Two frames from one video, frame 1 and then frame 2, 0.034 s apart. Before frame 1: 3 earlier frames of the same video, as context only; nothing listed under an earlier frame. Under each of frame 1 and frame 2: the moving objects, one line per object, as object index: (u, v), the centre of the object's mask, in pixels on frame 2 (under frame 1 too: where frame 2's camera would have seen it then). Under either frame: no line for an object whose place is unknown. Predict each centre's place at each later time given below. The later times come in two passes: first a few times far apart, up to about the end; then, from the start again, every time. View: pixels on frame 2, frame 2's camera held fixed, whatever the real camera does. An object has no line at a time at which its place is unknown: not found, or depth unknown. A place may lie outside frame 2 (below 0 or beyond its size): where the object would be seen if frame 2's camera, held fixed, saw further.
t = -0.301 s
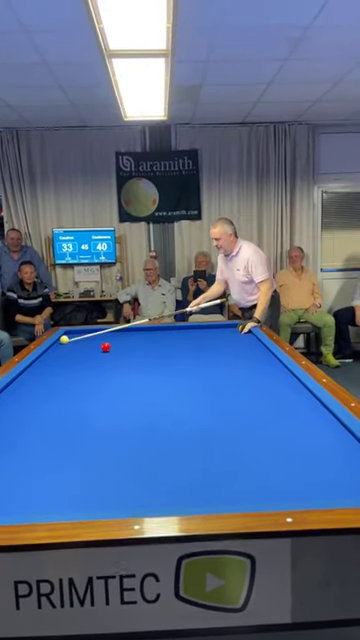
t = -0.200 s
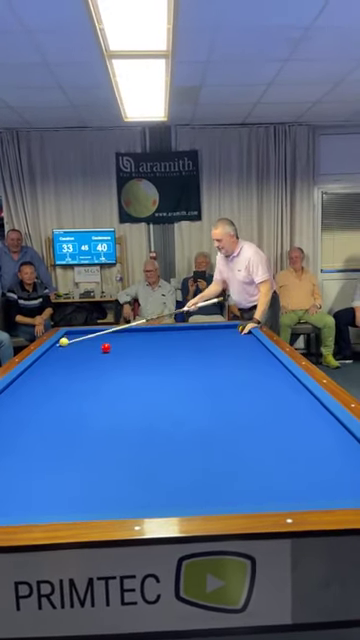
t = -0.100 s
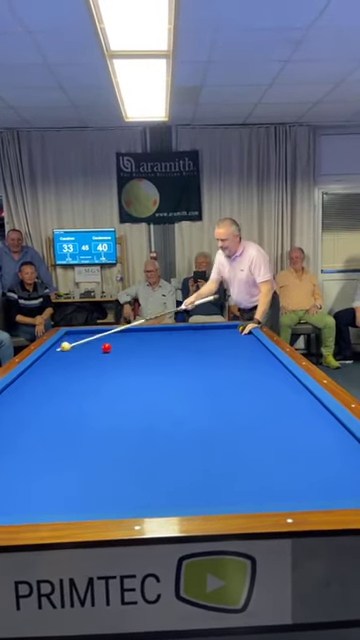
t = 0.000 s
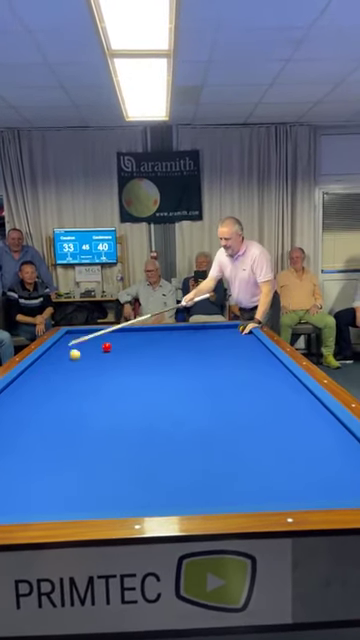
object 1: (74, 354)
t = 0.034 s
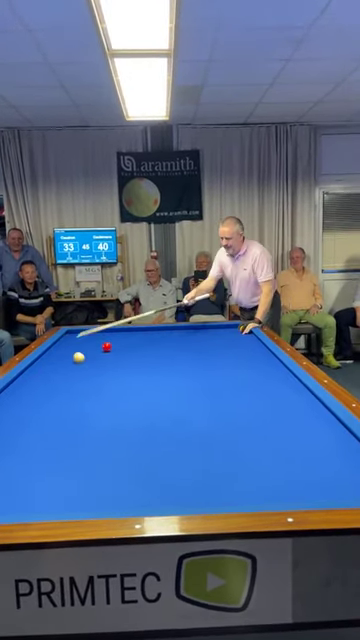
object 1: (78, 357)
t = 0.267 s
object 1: (108, 384)
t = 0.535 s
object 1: (159, 427)
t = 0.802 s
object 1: (248, 494)
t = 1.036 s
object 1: (267, 442)
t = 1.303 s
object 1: (287, 410)
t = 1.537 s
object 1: (300, 390)
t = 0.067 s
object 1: (82, 360)
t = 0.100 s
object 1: (86, 364)
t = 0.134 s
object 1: (90, 367)
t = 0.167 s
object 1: (94, 371)
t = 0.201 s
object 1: (99, 375)
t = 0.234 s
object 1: (104, 379)
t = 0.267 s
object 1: (108, 384)
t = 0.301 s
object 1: (114, 388)
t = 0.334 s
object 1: (119, 393)
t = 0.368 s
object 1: (125, 398)
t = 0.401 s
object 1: (131, 403)
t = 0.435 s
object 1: (137, 408)
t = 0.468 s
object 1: (144, 414)
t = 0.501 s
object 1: (151, 420)
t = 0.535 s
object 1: (159, 427)
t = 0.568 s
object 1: (167, 434)
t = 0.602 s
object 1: (177, 442)
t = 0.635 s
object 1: (187, 450)
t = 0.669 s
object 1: (197, 460)
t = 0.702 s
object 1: (209, 470)
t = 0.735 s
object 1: (223, 480)
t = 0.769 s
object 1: (237, 491)
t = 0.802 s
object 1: (248, 494)
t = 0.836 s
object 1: (252, 487)
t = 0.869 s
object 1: (255, 478)
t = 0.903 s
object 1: (258, 469)
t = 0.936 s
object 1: (260, 461)
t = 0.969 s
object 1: (262, 455)
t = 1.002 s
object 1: (264, 448)
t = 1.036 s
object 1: (267, 442)
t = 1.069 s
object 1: (270, 437)
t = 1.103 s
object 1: (272, 433)
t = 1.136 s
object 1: (275, 428)
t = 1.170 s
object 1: (277, 424)
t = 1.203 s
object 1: (279, 420)
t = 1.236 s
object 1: (282, 417)
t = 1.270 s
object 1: (284, 413)
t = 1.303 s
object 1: (287, 410)
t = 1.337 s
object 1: (289, 407)
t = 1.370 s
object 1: (291, 403)
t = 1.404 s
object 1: (293, 401)
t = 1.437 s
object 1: (295, 398)
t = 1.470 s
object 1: (296, 395)
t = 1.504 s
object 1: (298, 392)
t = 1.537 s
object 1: (300, 390)
